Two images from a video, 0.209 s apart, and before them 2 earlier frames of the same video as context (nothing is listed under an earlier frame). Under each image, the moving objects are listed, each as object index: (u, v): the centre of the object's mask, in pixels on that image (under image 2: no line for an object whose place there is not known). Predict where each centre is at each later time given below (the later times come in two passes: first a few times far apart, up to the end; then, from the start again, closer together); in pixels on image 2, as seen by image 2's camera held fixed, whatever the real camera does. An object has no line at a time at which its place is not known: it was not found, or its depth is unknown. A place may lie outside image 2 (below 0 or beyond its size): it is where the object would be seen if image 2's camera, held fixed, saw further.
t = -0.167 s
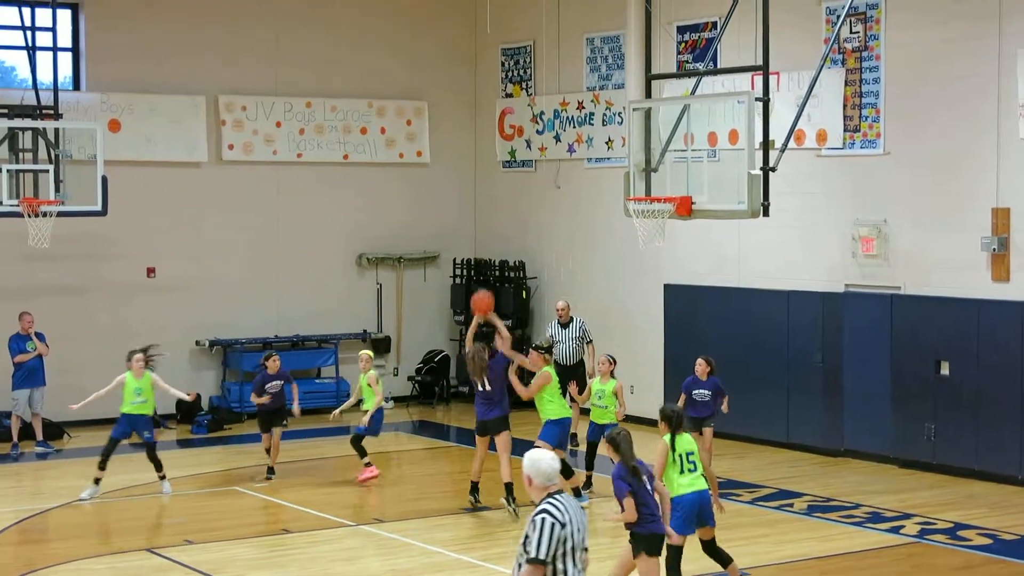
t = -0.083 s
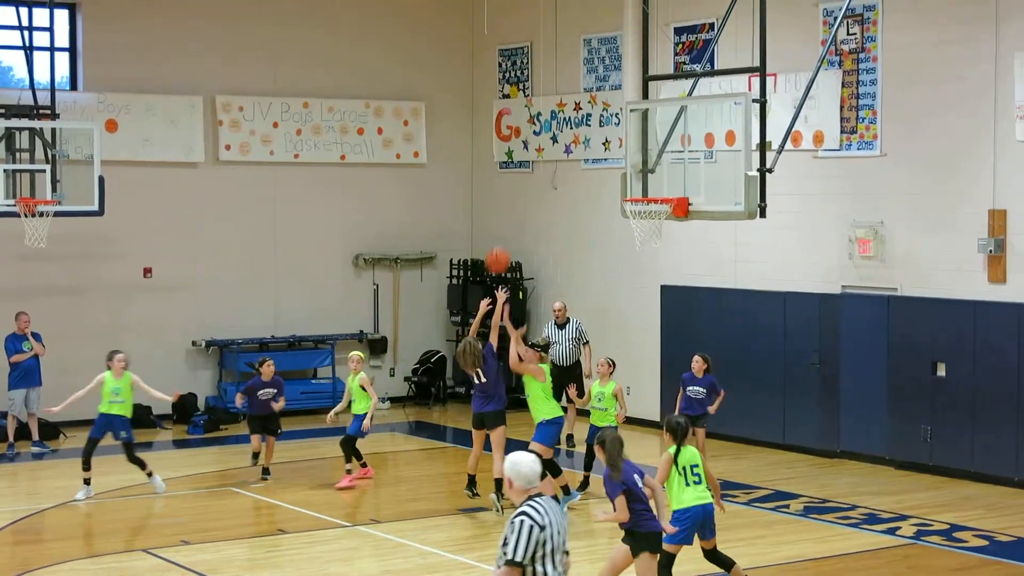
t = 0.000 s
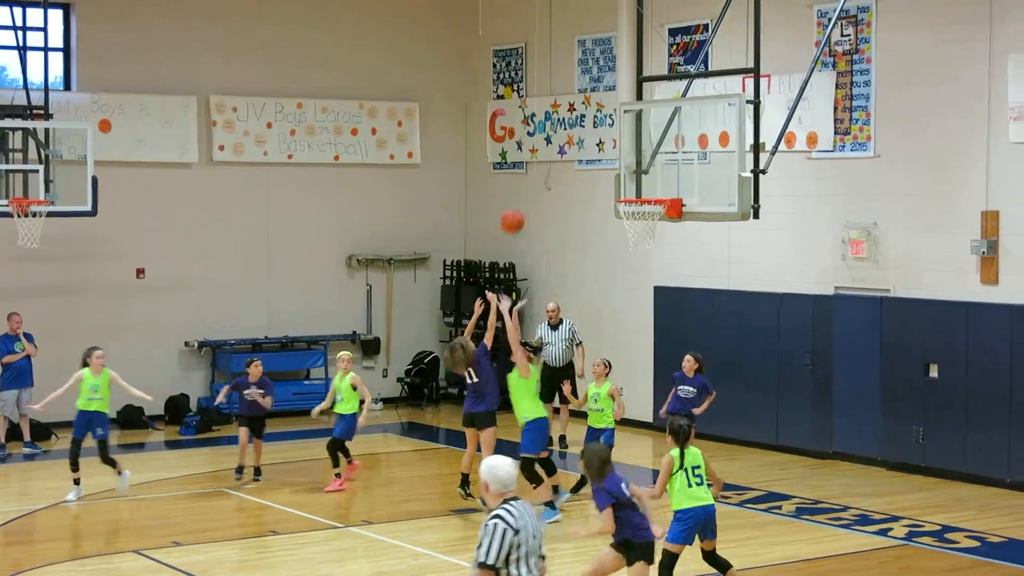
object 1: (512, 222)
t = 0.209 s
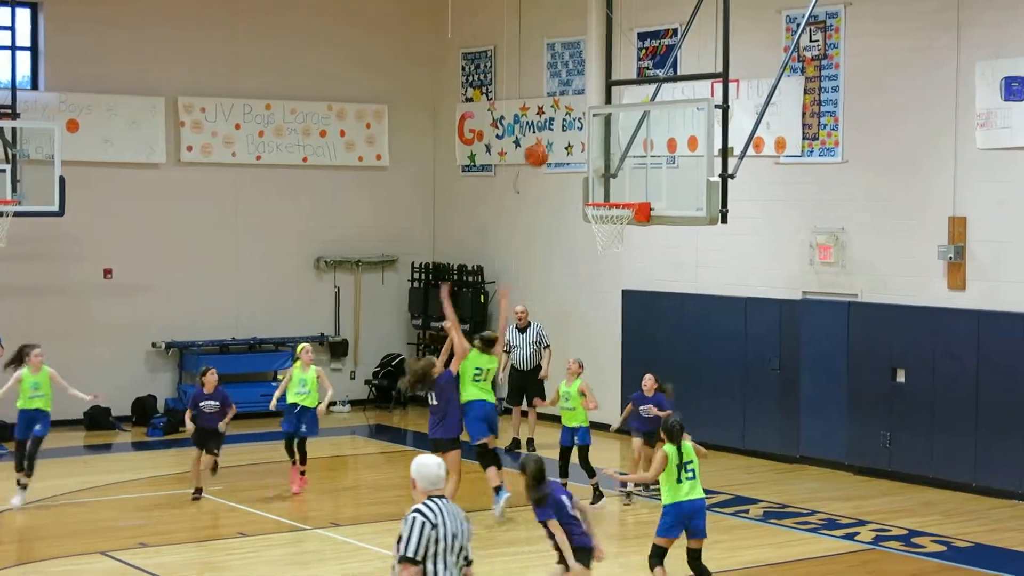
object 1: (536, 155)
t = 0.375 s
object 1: (581, 130)
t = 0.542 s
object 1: (626, 135)
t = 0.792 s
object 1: (642, 195)
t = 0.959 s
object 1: (649, 235)
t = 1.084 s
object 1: (656, 286)
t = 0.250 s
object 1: (547, 146)
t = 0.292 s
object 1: (558, 139)
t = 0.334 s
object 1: (570, 134)
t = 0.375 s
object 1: (581, 130)
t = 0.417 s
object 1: (592, 129)
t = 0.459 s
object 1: (604, 129)
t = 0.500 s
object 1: (614, 131)
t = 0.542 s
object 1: (626, 135)
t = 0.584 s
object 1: (637, 141)
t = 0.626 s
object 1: (648, 149)
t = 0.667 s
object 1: (650, 157)
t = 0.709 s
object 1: (647, 168)
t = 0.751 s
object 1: (645, 180)
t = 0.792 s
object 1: (642, 195)
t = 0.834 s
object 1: (642, 203)
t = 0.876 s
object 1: (645, 212)
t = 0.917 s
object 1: (647, 223)
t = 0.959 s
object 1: (649, 235)
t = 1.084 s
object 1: (656, 286)
